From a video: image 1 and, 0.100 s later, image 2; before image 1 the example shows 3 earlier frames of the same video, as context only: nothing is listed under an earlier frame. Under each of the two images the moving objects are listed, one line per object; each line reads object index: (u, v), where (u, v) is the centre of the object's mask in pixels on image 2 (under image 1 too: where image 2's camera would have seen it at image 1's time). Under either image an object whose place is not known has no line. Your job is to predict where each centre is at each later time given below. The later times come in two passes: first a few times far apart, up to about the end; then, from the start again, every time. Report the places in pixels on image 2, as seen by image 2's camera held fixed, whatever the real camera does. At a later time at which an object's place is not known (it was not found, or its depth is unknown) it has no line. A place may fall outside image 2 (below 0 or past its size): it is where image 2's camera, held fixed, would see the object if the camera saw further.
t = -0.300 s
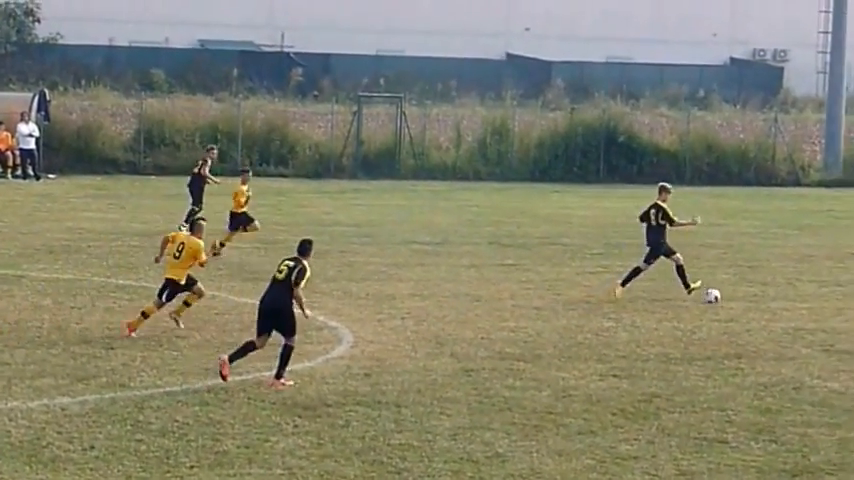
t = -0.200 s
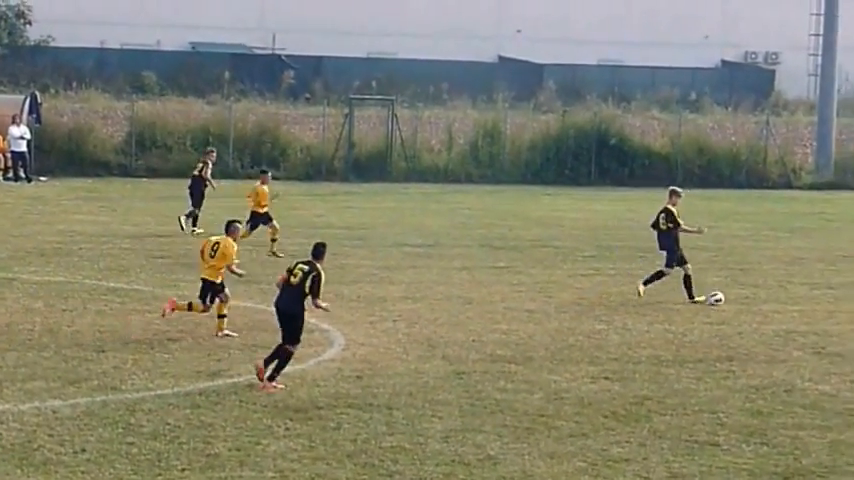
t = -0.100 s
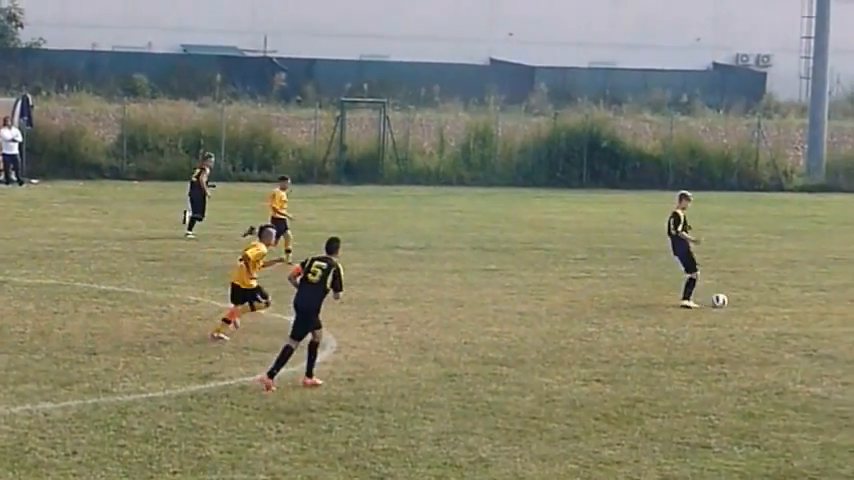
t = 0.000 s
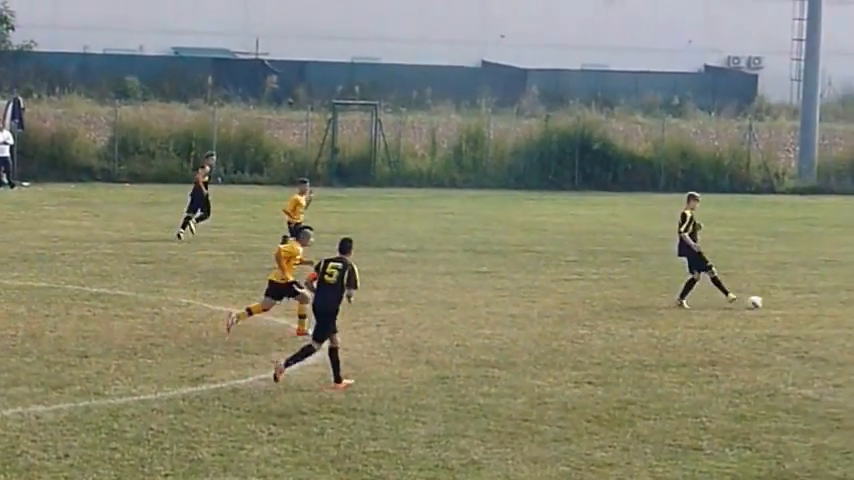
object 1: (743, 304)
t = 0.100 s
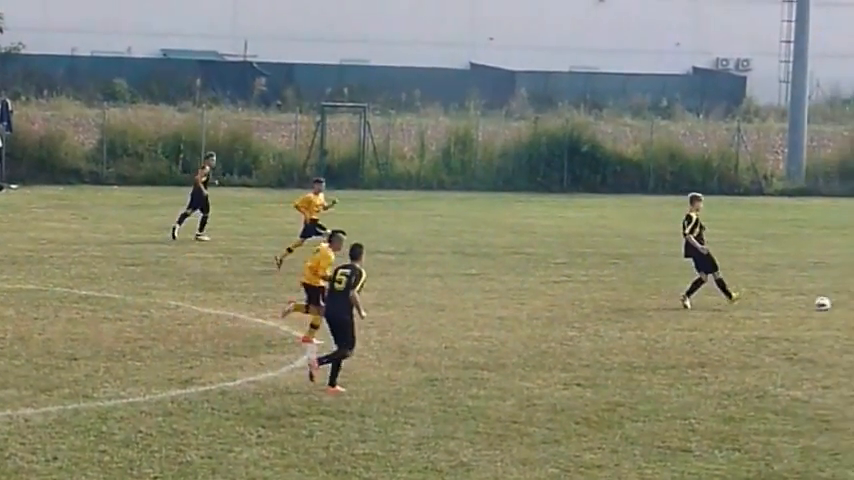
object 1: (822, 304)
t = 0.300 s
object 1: (964, 303)
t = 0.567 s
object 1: (1121, 304)
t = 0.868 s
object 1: (1259, 305)
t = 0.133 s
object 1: (848, 304)
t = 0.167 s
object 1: (872, 304)
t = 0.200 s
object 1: (894, 305)
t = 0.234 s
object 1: (917, 304)
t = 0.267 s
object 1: (942, 303)
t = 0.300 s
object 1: (964, 303)
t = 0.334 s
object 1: (987, 302)
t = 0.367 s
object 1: (1008, 304)
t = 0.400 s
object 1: (1030, 305)
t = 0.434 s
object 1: (1051, 304)
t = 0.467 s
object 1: (1068, 303)
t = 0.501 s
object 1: (1085, 303)
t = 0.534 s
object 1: (1103, 303)
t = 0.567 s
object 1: (1121, 304)
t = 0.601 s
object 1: (1139, 305)
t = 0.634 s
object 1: (1155, 306)
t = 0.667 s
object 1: (1170, 305)
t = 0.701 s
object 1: (1185, 305)
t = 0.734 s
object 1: (1201, 305)
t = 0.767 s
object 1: (1215, 305)
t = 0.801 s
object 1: (1231, 306)
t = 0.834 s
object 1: (1245, 307)
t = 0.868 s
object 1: (1259, 305)
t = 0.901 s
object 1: (1273, 306)
